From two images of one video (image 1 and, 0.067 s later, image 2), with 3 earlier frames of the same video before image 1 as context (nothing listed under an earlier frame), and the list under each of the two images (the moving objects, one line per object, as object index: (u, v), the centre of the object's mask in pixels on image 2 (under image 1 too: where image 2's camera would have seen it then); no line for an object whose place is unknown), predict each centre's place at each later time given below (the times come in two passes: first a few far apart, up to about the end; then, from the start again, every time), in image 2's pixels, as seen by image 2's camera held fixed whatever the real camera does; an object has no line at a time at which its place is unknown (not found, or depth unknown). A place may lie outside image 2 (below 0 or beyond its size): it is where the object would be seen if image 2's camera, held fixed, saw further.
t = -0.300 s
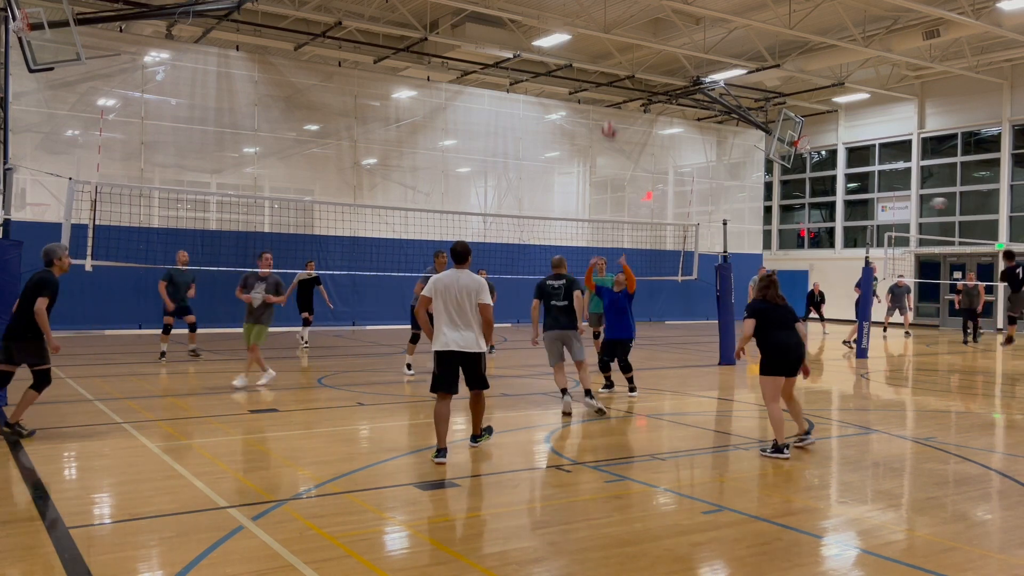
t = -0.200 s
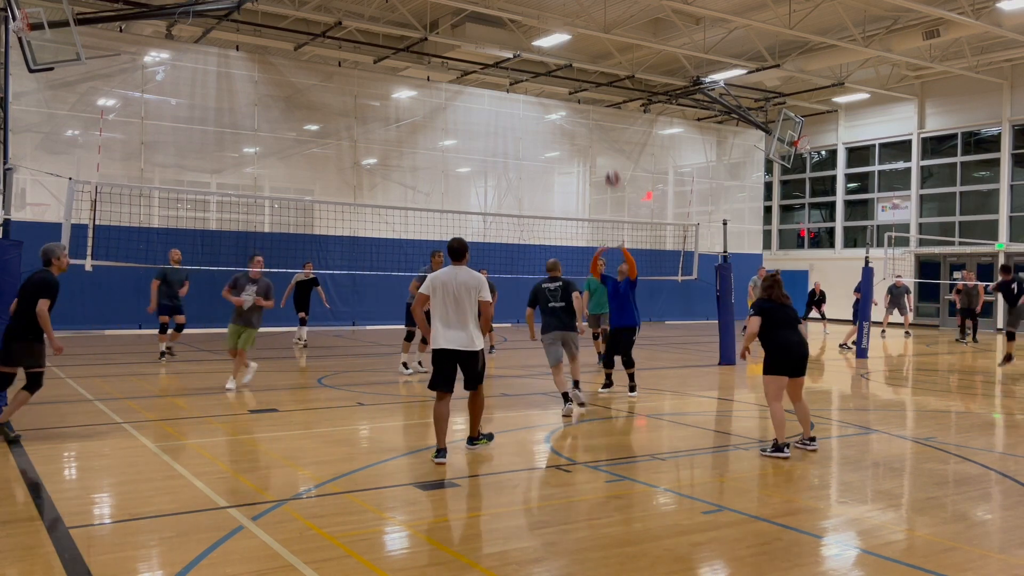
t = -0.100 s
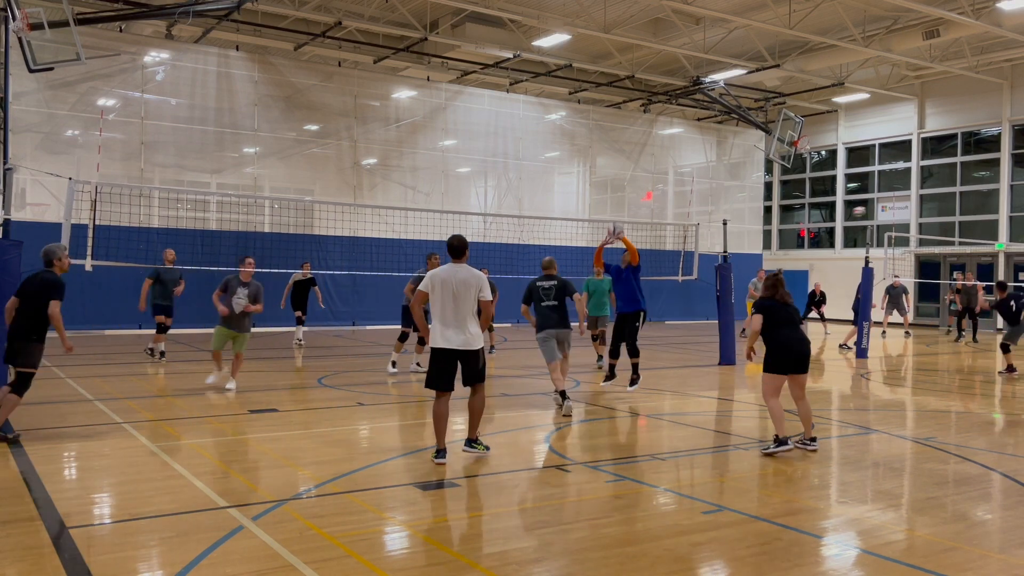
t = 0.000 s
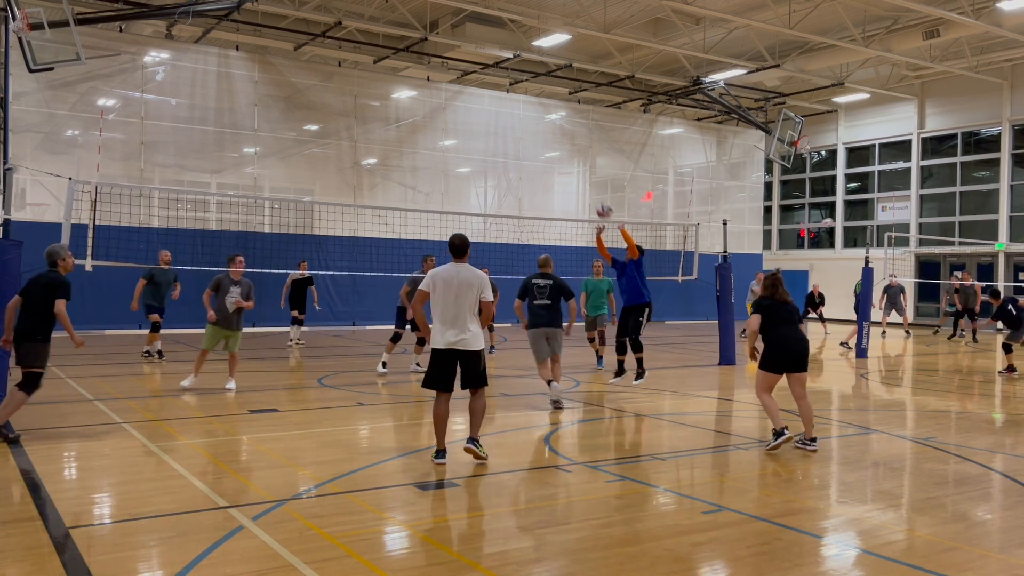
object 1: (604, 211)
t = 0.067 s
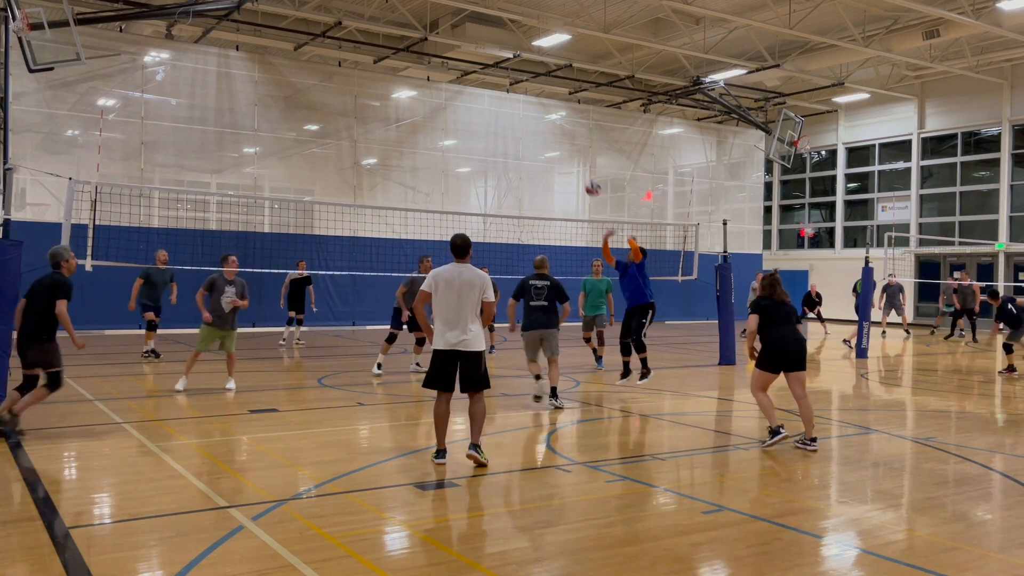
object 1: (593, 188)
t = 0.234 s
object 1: (564, 145)
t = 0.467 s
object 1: (526, 124)
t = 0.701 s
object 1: (489, 143)
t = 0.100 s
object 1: (587, 178)
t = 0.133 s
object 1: (581, 168)
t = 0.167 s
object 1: (576, 159)
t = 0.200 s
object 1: (570, 151)
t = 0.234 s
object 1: (564, 145)
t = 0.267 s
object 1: (559, 139)
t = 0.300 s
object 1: (553, 134)
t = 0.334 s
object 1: (548, 130)
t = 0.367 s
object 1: (542, 127)
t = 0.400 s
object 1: (537, 125)
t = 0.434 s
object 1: (532, 124)
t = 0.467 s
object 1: (526, 124)
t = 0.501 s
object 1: (521, 124)
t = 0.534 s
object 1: (516, 125)
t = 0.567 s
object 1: (510, 127)
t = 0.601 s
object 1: (505, 130)
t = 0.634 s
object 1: (499, 134)
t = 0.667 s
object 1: (494, 138)
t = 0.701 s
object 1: (489, 143)
